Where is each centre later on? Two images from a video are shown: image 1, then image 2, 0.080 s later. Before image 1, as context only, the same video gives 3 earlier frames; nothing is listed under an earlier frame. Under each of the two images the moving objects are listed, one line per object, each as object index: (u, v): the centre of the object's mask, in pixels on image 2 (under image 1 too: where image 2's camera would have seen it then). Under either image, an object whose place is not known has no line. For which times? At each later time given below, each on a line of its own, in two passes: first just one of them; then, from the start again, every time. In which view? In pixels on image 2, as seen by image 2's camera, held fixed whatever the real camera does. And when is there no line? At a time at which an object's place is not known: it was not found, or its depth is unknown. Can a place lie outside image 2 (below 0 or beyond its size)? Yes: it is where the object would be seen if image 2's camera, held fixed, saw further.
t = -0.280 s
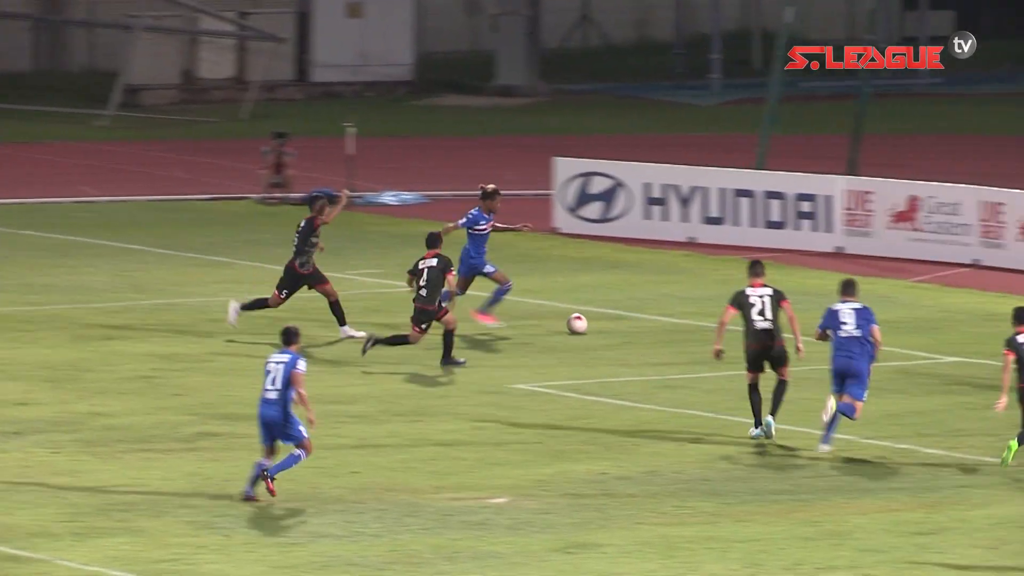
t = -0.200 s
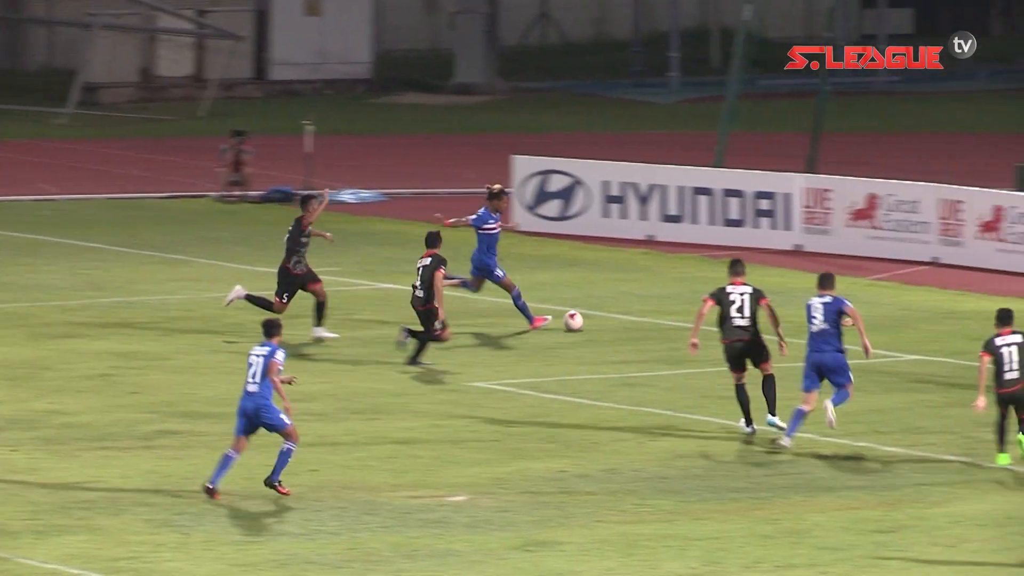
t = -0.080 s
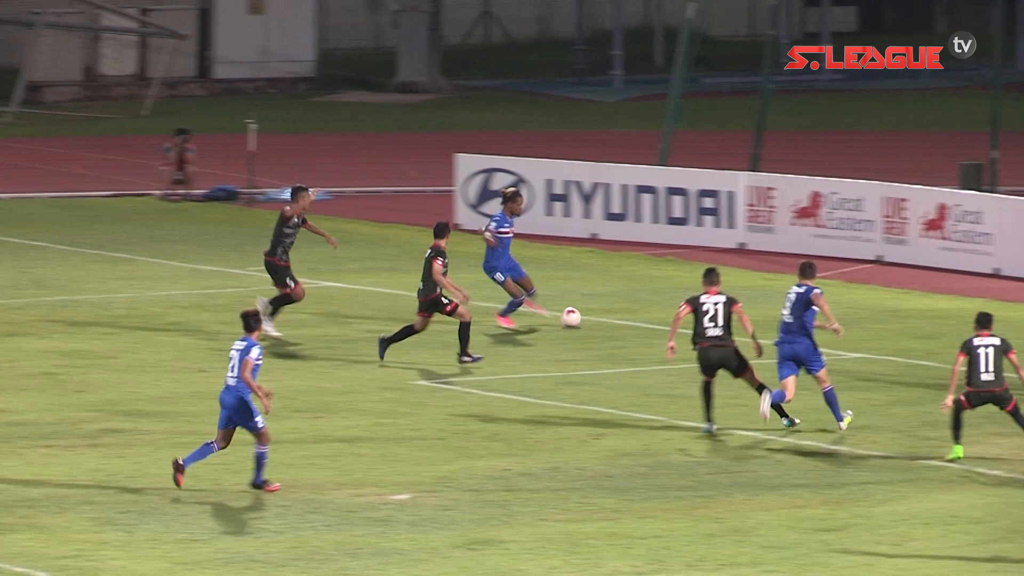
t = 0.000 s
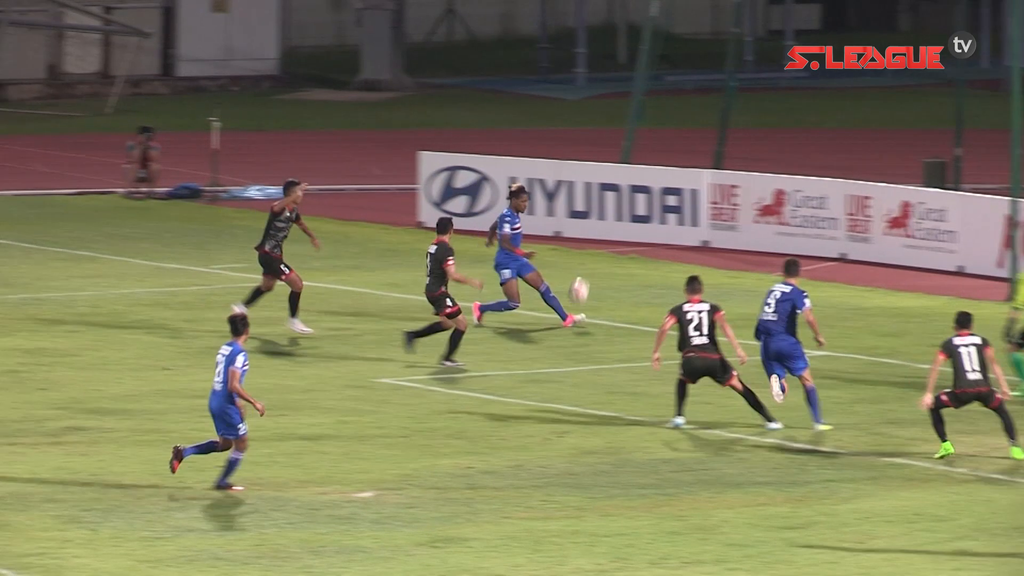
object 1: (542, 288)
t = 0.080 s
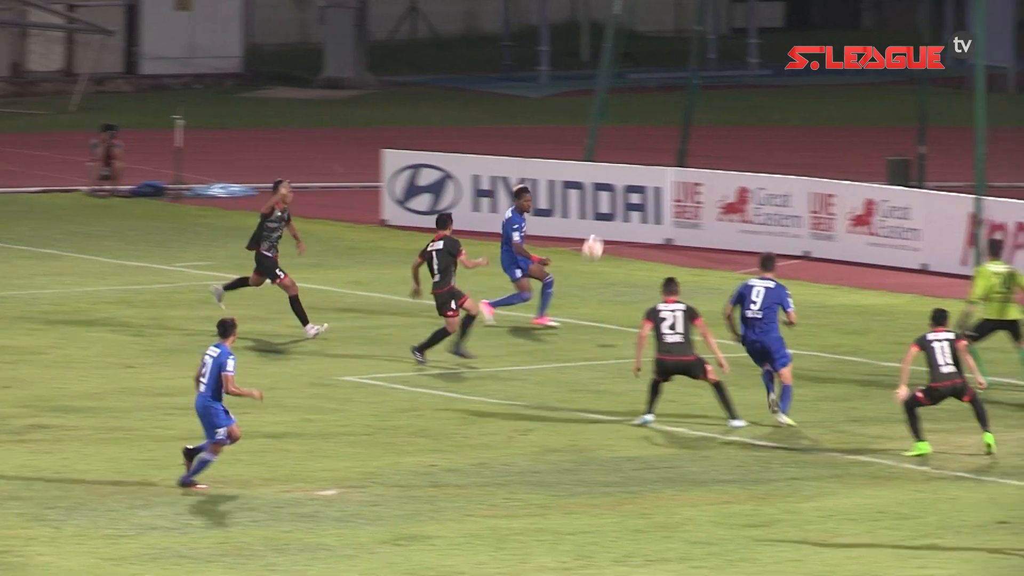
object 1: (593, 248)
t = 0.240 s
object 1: (689, 179)
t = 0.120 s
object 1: (618, 229)
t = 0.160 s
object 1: (641, 212)
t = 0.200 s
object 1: (666, 194)
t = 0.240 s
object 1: (689, 179)
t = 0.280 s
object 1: (711, 164)
